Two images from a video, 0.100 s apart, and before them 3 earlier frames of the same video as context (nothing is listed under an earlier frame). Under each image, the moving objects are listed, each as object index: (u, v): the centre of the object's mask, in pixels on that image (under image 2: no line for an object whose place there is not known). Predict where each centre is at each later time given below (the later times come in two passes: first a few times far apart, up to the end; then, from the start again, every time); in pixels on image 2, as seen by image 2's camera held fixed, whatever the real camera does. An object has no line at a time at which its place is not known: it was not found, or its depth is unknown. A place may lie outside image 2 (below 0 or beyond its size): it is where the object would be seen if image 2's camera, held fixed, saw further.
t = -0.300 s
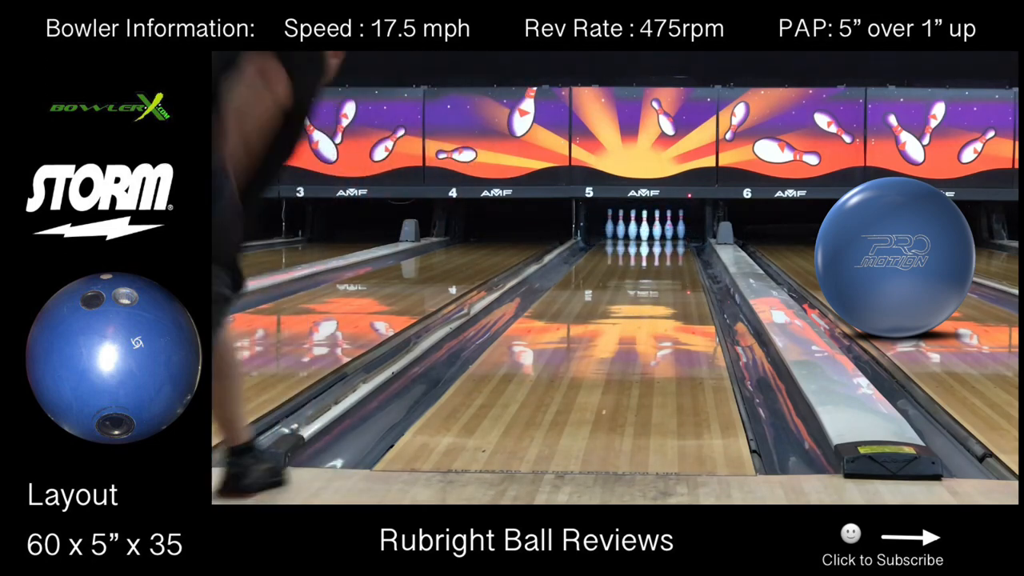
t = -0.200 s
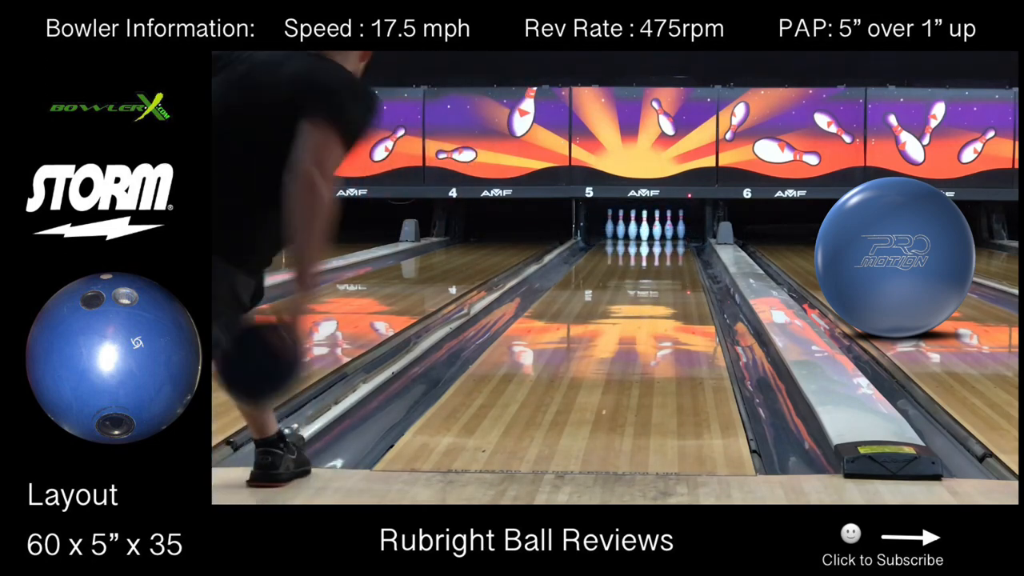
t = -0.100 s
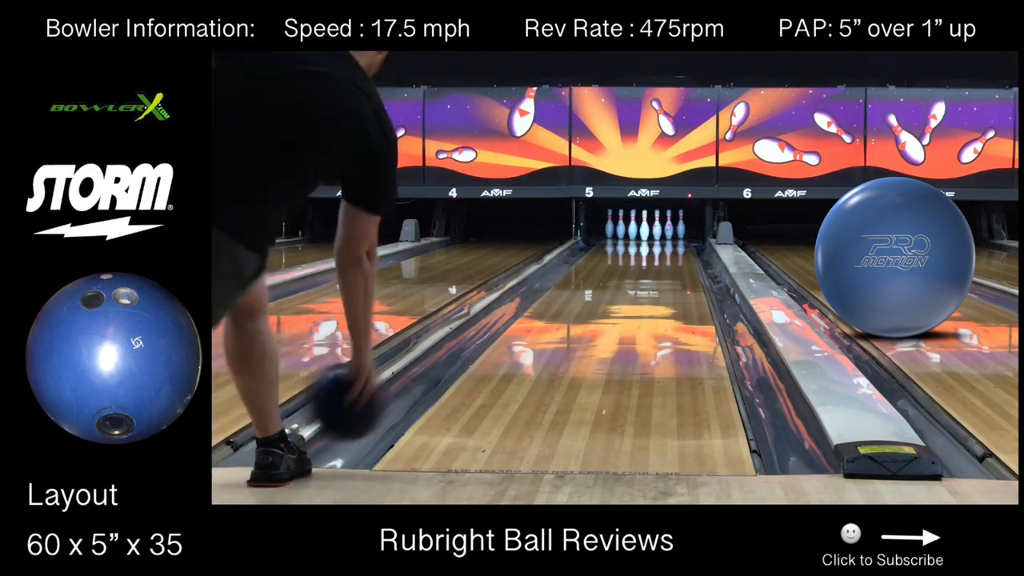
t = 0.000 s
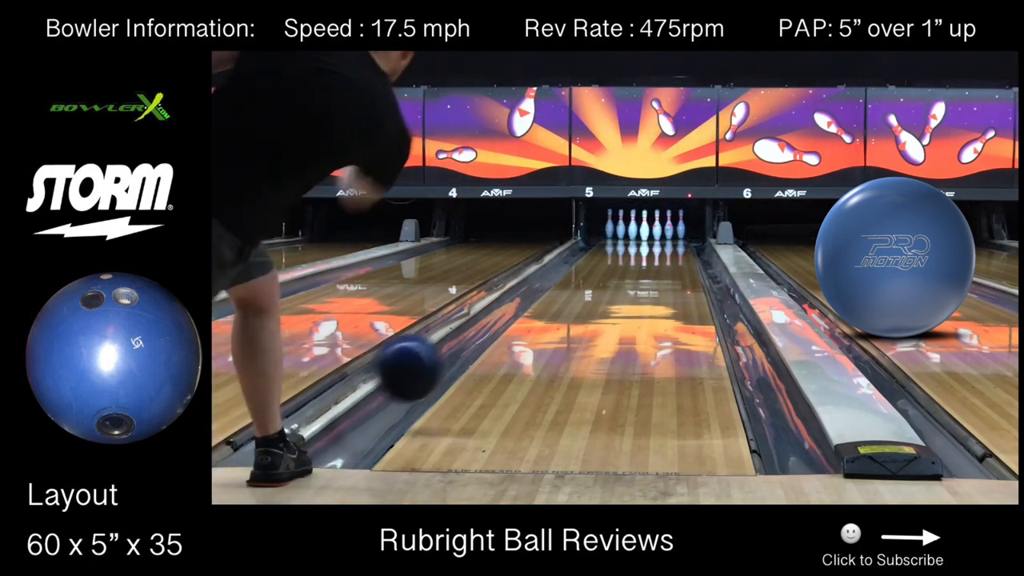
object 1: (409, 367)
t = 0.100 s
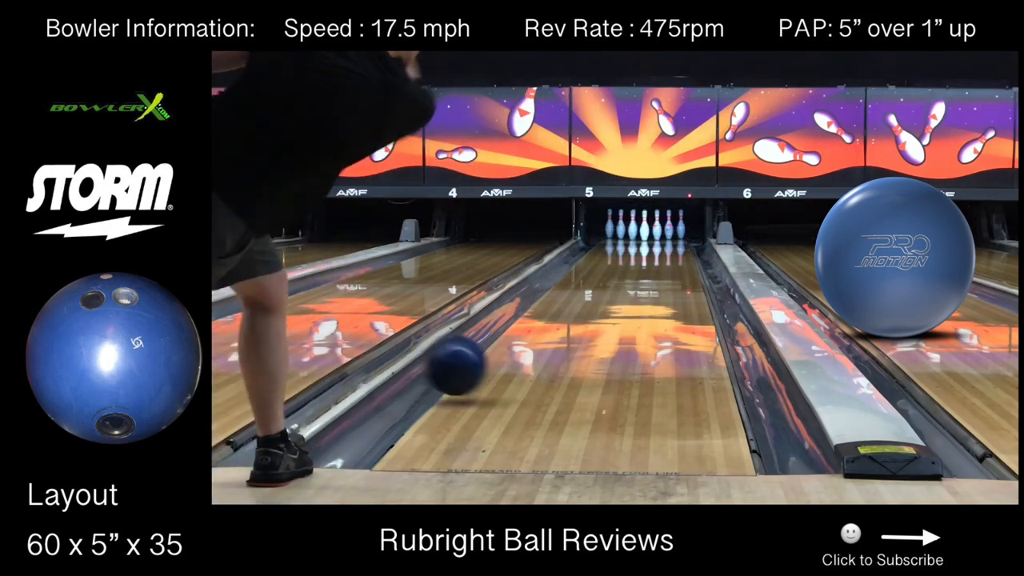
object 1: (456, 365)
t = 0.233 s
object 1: (503, 344)
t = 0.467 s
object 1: (559, 312)
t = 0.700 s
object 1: (596, 291)
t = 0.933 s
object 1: (623, 276)
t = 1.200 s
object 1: (645, 262)
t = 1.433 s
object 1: (660, 254)
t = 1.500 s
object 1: (662, 252)
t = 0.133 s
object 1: (469, 365)
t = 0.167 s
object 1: (482, 355)
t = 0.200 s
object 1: (492, 348)
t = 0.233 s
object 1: (503, 344)
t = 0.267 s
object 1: (512, 339)
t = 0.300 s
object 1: (522, 334)
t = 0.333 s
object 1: (531, 328)
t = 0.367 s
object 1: (538, 324)
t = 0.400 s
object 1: (546, 320)
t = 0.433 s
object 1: (553, 315)
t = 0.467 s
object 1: (559, 312)
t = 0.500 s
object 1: (565, 308)
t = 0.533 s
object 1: (571, 305)
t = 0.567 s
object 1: (577, 302)
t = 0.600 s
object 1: (582, 300)
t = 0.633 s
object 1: (587, 297)
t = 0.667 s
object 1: (592, 294)
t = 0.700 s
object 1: (596, 291)
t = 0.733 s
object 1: (601, 289)
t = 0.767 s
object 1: (605, 286)
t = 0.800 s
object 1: (609, 284)
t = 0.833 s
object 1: (613, 282)
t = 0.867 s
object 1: (616, 280)
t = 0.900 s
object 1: (620, 278)
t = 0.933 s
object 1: (623, 276)
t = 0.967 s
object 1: (626, 274)
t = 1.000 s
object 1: (629, 272)
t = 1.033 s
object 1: (632, 271)
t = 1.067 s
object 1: (635, 269)
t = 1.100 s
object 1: (638, 267)
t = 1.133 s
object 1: (640, 266)
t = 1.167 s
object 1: (643, 264)
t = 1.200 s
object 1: (645, 262)
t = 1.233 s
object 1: (647, 261)
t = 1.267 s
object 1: (649, 260)
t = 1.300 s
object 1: (652, 258)
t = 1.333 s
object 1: (654, 258)
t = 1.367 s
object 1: (655, 256)
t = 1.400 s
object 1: (658, 255)
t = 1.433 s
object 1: (660, 254)
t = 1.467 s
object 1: (662, 253)
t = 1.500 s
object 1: (662, 252)
